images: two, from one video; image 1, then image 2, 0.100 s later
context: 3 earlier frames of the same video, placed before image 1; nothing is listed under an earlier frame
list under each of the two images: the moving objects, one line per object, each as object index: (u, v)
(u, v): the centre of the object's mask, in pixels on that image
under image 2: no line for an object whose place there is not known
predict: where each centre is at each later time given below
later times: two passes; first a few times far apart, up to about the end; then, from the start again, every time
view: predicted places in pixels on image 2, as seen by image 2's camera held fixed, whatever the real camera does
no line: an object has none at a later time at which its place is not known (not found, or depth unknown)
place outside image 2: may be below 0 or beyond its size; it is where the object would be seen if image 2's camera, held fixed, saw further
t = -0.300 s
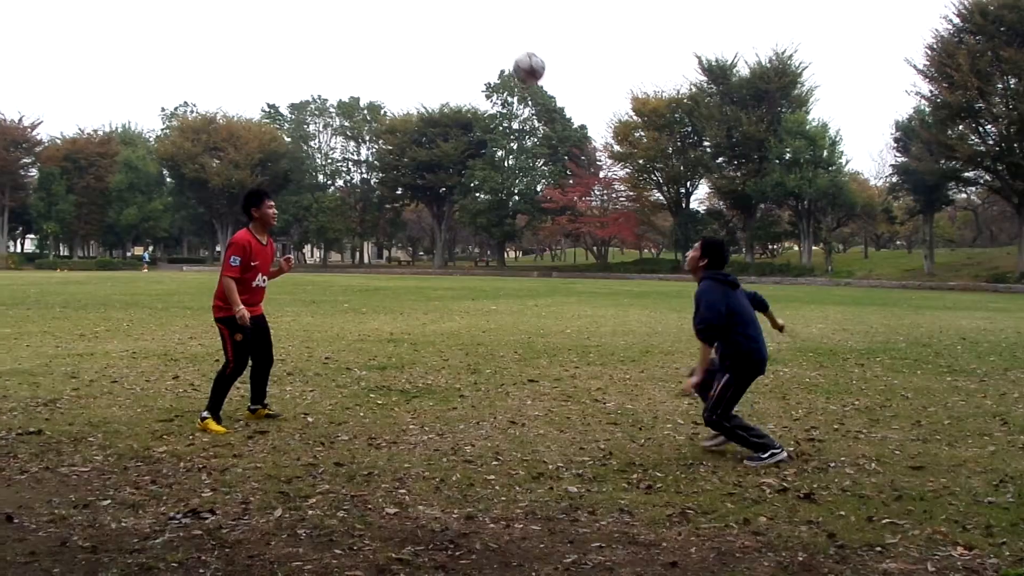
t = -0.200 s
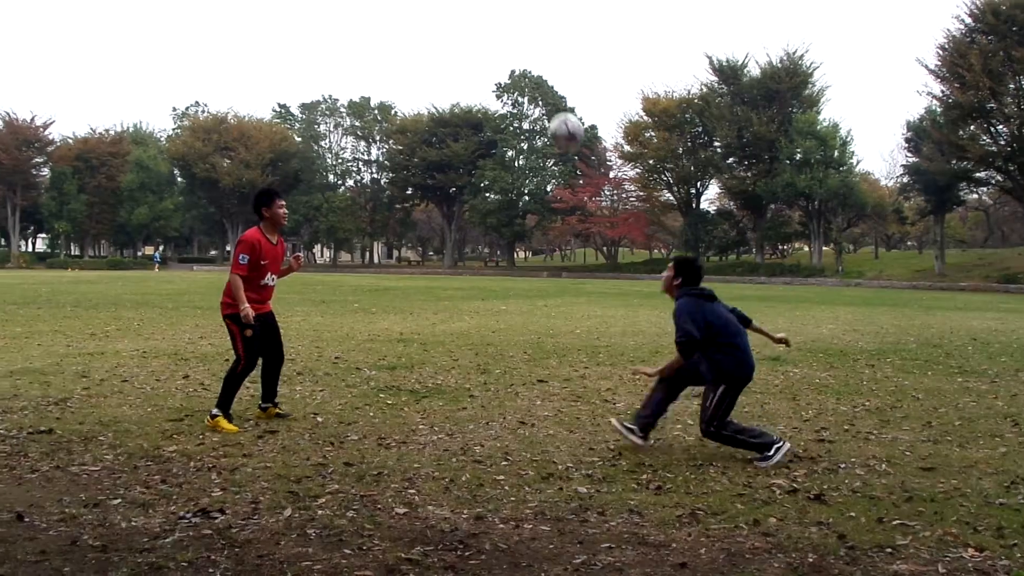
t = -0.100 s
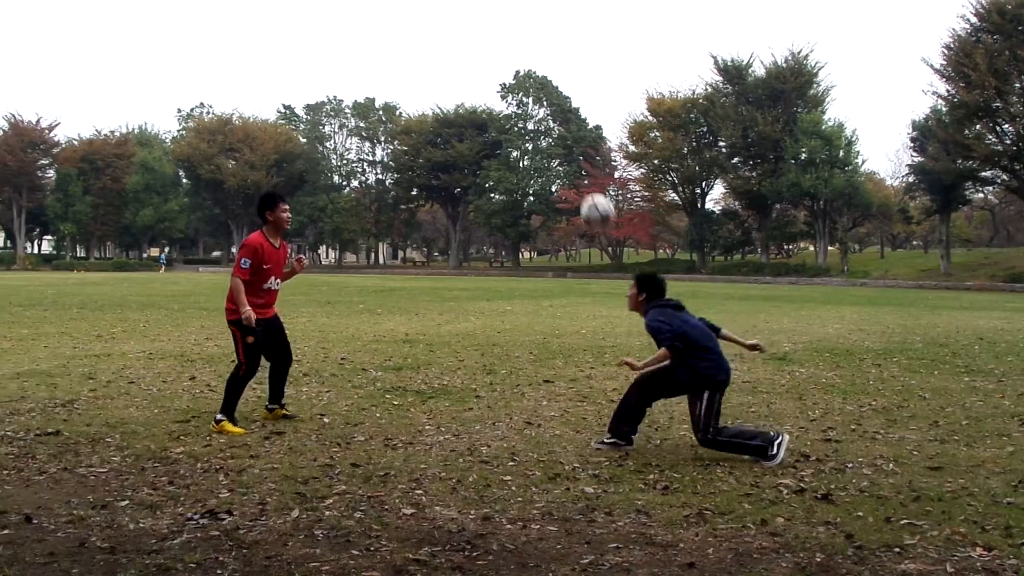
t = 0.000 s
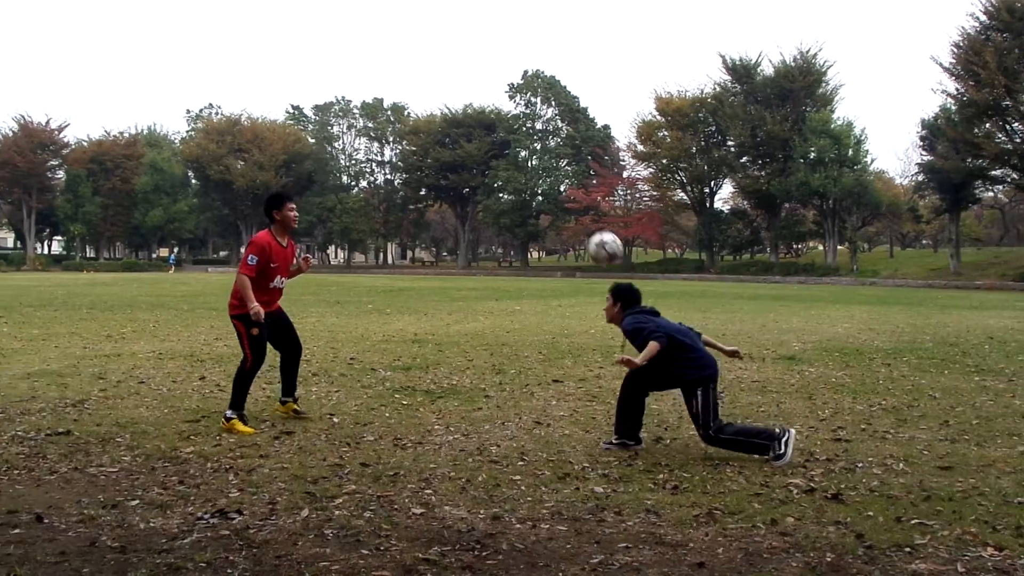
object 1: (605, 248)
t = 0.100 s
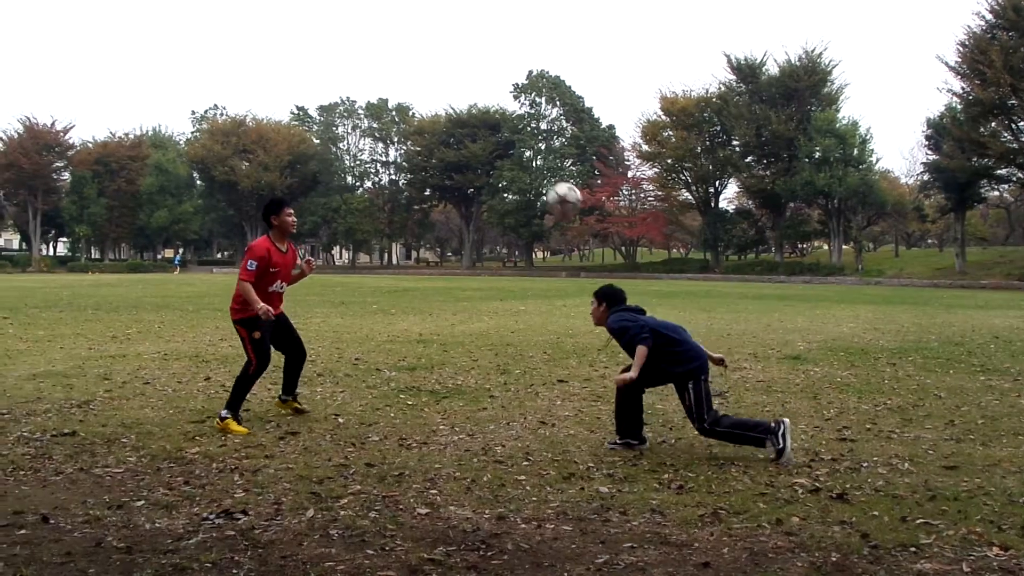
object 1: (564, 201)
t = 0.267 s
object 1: (490, 153)
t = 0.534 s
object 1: (379, 165)
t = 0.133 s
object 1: (549, 187)
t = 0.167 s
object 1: (534, 176)
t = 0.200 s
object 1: (521, 166)
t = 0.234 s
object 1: (504, 157)
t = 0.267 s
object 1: (490, 153)
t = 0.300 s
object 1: (476, 149)
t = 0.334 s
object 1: (461, 145)
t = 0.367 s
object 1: (448, 145)
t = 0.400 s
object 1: (433, 146)
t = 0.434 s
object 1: (420, 148)
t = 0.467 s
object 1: (406, 152)
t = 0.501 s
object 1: (393, 158)
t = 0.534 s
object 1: (379, 165)
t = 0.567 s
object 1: (366, 175)
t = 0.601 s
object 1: (352, 185)
